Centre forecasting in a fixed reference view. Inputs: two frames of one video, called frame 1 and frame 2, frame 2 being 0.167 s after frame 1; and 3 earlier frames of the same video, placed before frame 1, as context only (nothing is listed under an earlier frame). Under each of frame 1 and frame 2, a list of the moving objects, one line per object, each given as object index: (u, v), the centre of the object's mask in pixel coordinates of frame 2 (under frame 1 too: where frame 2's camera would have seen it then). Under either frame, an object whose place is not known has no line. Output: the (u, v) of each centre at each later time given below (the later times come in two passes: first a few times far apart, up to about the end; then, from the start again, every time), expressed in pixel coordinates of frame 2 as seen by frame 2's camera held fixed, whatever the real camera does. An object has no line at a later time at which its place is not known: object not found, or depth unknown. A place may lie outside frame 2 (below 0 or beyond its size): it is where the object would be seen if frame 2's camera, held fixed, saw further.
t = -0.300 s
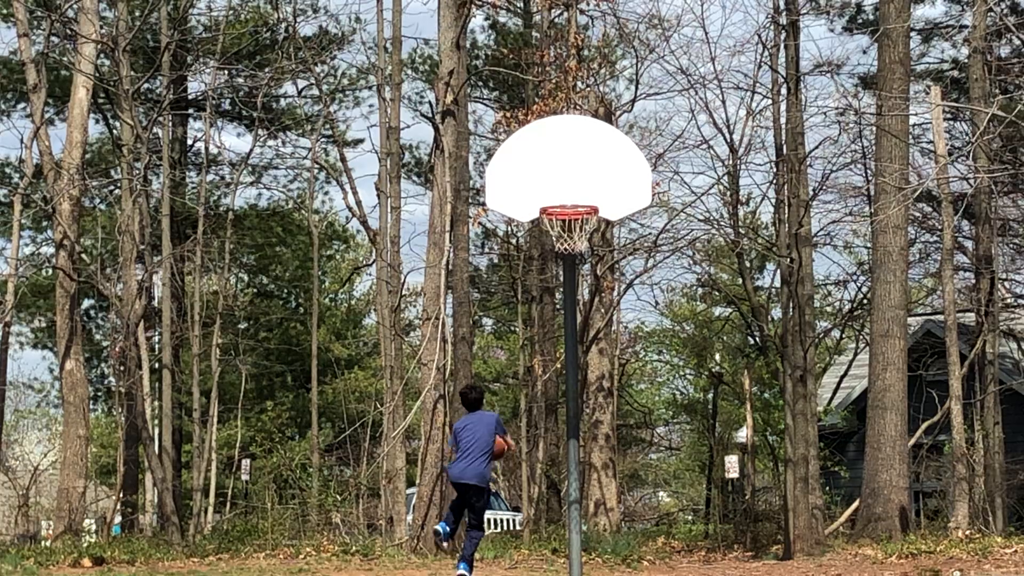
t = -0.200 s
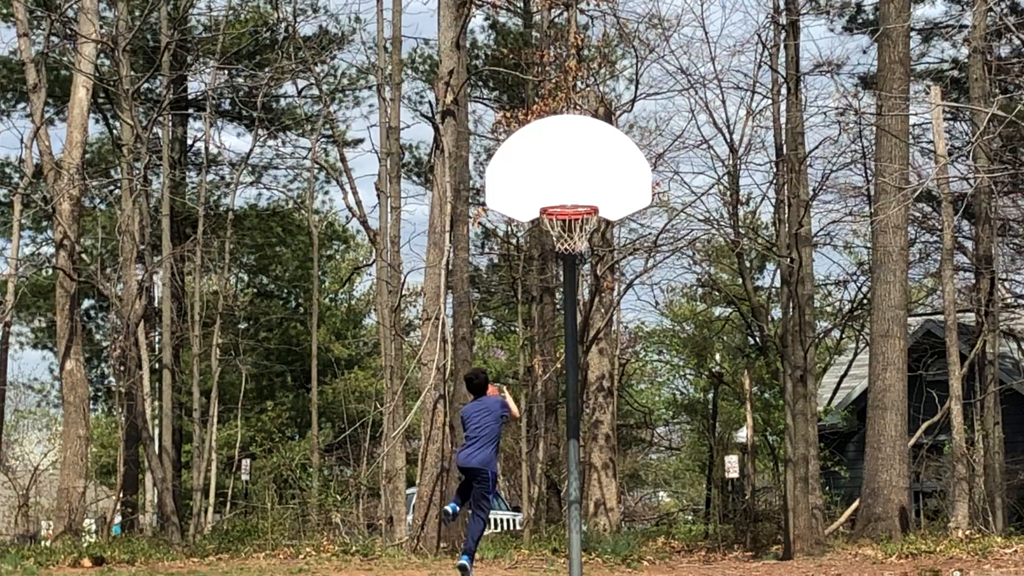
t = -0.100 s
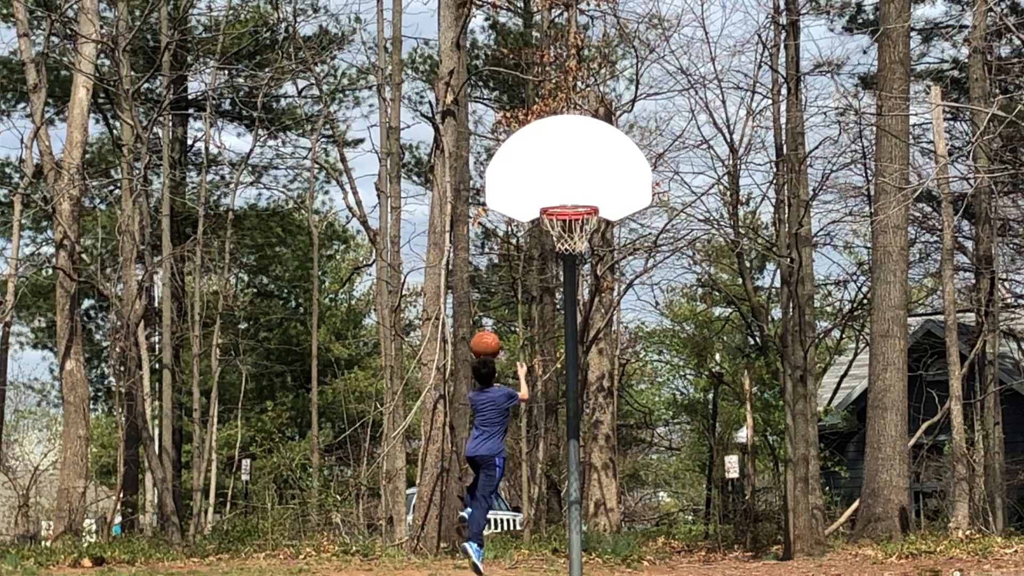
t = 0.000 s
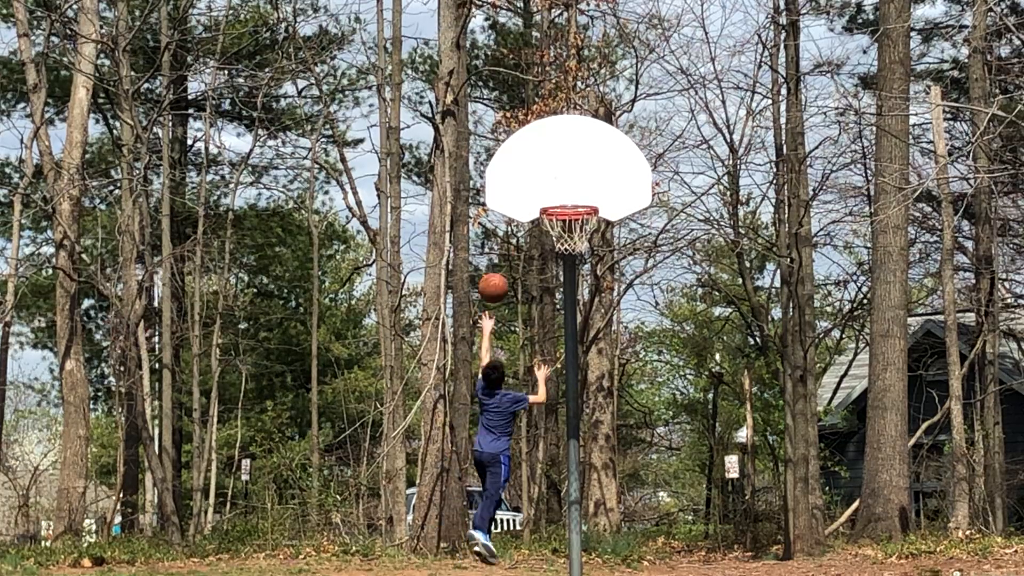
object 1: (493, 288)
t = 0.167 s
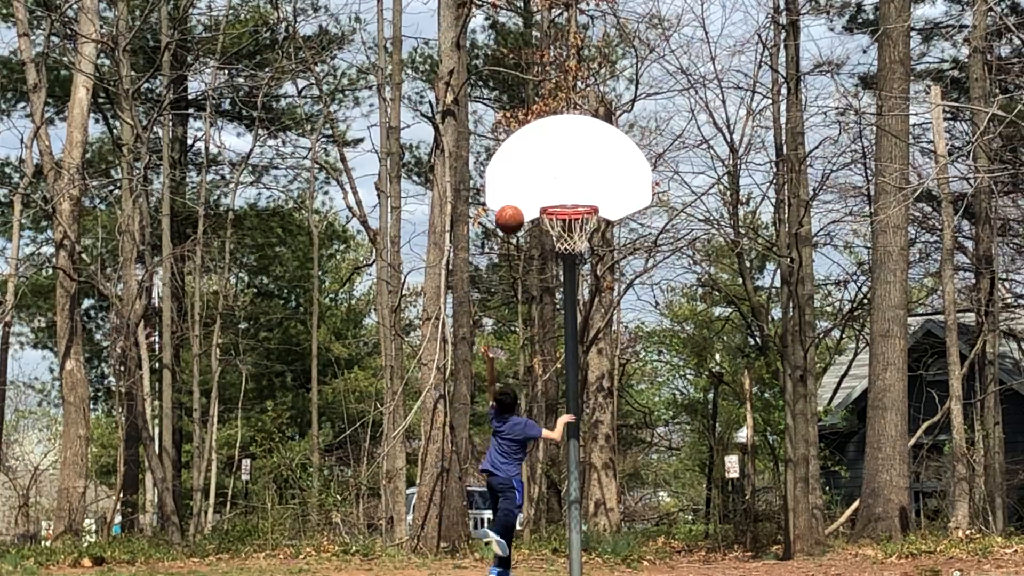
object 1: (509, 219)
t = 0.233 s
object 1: (516, 202)
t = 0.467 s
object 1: (538, 182)
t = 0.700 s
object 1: (555, 191)
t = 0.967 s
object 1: (575, 196)
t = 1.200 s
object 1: (563, 226)
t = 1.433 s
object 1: (546, 297)
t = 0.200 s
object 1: (513, 210)
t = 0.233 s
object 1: (516, 202)
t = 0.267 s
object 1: (519, 195)
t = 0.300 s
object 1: (522, 189)
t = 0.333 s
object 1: (526, 185)
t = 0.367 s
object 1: (529, 182)
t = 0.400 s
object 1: (532, 181)
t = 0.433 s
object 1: (535, 181)
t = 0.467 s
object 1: (538, 182)
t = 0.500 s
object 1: (541, 184)
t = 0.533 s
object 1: (543, 186)
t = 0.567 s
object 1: (545, 189)
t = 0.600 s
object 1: (547, 193)
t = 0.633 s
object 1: (549, 194)
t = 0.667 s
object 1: (552, 192)
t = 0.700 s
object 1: (555, 191)
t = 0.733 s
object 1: (558, 191)
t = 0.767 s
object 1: (561, 192)
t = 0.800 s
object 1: (564, 194)
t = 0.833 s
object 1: (567, 196)
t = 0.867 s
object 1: (569, 195)
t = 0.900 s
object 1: (571, 195)
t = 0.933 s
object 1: (573, 195)
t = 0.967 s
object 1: (575, 196)
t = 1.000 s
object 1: (577, 198)
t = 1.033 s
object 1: (578, 203)
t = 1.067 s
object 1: (577, 210)
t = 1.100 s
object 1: (573, 215)
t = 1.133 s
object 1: (570, 220)
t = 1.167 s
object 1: (567, 223)
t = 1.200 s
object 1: (563, 226)
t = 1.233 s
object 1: (559, 237)
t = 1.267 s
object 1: (555, 248)
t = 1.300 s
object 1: (554, 255)
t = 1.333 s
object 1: (552, 264)
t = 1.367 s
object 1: (551, 274)
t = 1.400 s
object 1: (549, 285)
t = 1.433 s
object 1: (546, 297)
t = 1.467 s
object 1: (544, 311)
